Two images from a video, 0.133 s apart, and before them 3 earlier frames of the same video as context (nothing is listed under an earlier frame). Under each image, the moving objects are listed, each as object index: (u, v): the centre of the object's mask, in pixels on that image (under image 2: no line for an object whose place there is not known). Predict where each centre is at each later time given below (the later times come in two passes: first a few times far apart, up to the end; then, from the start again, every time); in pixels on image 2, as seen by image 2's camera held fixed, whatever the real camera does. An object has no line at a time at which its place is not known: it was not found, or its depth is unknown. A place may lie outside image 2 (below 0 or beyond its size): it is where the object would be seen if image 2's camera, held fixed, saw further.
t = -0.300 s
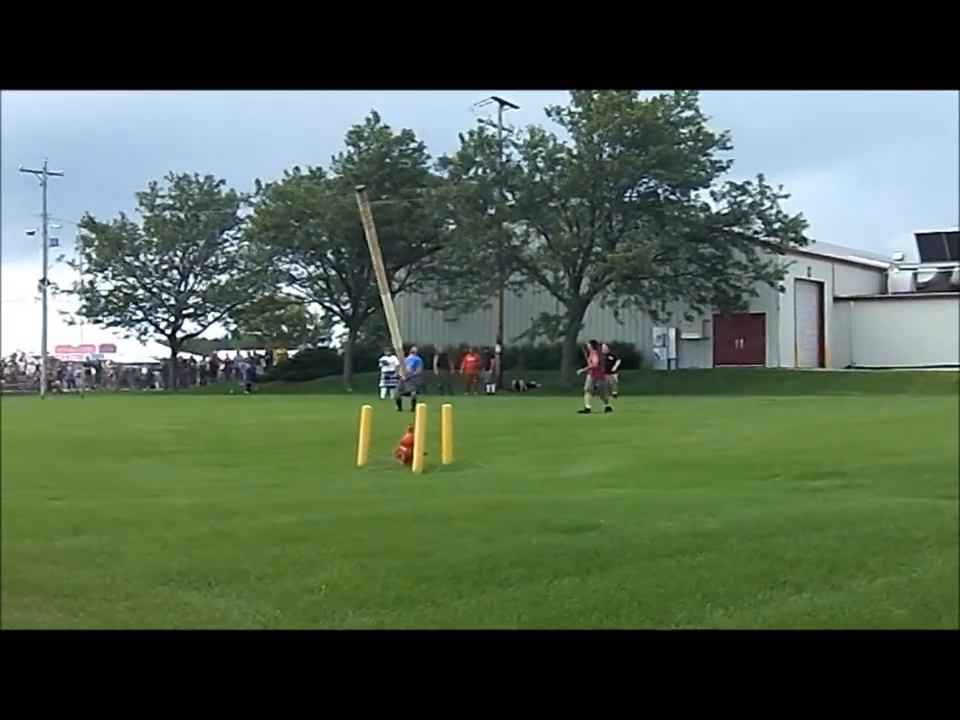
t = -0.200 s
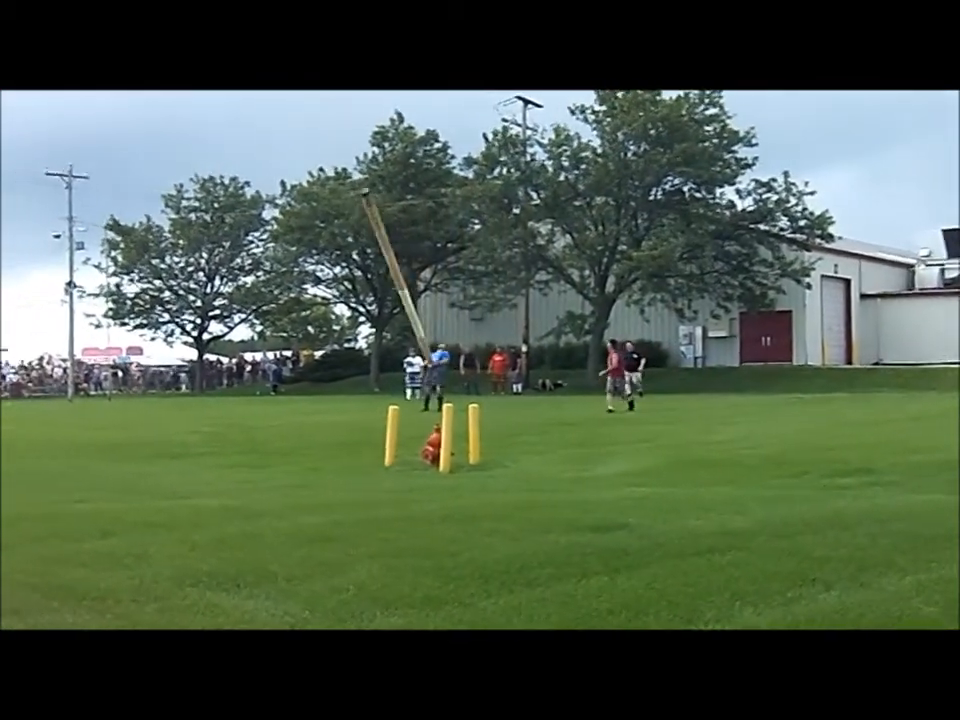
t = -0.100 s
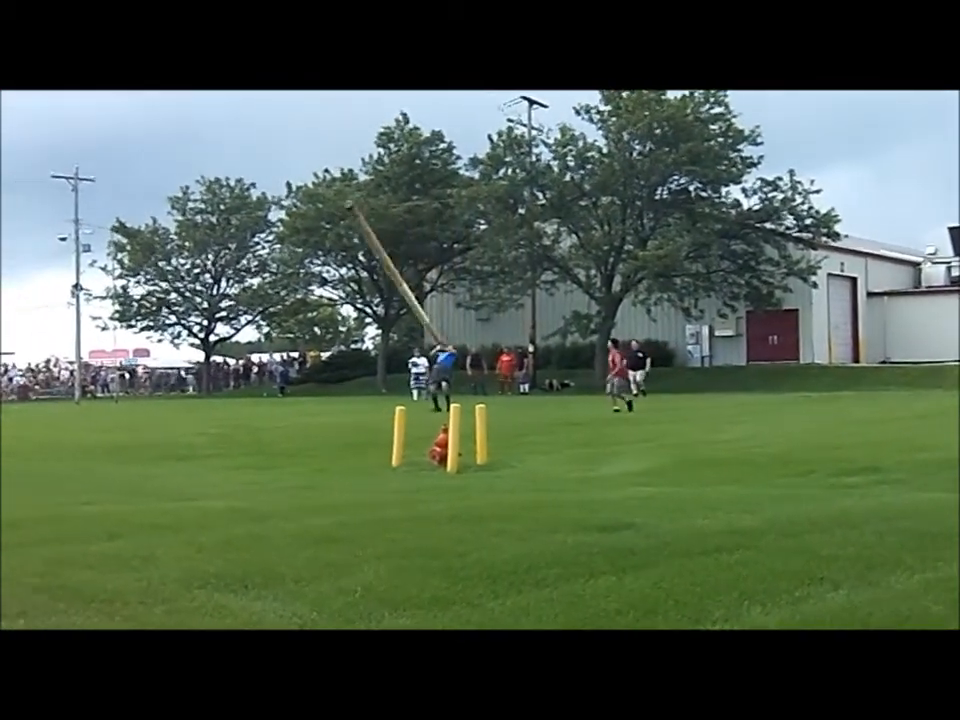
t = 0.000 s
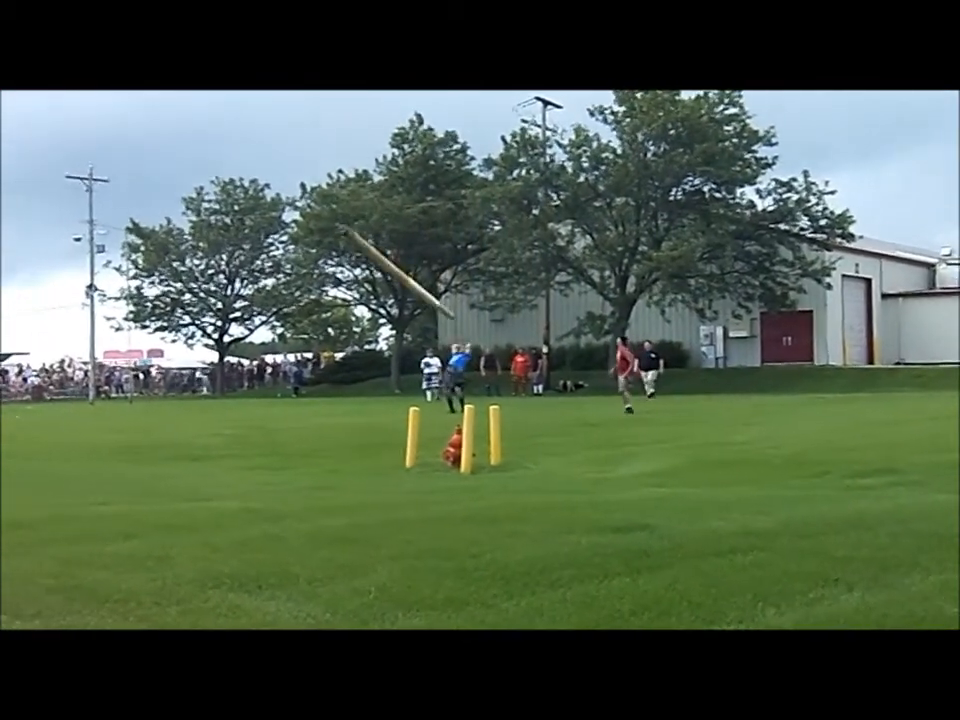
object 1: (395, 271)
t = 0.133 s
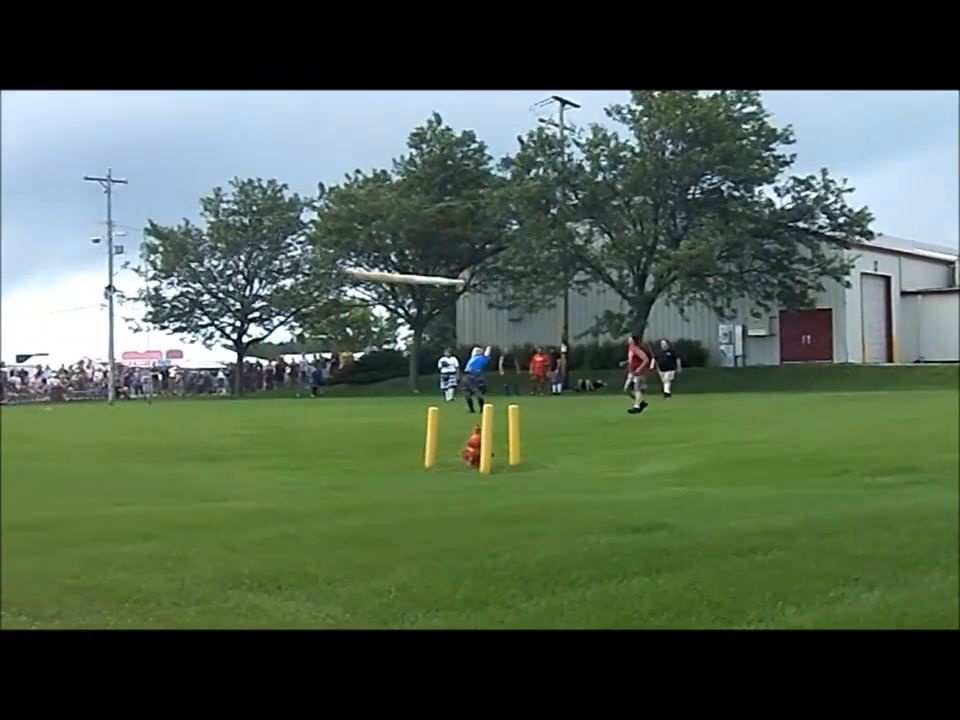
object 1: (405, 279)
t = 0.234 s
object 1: (392, 287)
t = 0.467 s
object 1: (362, 332)
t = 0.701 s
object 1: (350, 323)
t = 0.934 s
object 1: (341, 323)
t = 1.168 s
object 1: (340, 317)
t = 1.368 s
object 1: (343, 317)
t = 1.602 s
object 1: (352, 319)
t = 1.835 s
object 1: (367, 327)
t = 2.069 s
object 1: (387, 347)
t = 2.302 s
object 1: (408, 389)
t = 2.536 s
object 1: (397, 421)
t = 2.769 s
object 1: (397, 422)
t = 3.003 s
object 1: (390, 423)
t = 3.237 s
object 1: (391, 423)
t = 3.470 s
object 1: (392, 423)
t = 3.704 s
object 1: (390, 423)
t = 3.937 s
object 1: (392, 423)
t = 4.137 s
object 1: (390, 424)
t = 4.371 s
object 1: (390, 424)
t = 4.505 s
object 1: (391, 424)
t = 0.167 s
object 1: (400, 281)
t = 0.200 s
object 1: (394, 284)
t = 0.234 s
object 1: (392, 287)
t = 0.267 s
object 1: (386, 293)
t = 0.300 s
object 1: (382, 298)
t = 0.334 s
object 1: (379, 303)
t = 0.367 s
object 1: (375, 309)
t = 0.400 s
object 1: (370, 316)
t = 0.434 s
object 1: (366, 324)
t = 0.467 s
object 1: (362, 332)
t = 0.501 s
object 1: (360, 334)
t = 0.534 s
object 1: (358, 333)
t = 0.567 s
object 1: (356, 330)
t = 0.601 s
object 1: (354, 328)
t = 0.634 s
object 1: (353, 326)
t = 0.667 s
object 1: (351, 324)
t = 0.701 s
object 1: (350, 323)
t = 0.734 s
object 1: (348, 322)
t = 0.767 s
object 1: (347, 321)
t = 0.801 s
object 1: (345, 321)
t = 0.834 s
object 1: (344, 322)
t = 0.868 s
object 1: (343, 322)
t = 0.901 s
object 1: (342, 322)
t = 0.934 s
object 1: (341, 323)
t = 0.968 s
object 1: (341, 321)
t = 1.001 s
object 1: (340, 321)
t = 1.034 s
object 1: (340, 319)
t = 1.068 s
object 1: (340, 320)
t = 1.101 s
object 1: (340, 318)
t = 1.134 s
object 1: (340, 318)
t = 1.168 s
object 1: (340, 317)
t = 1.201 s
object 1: (340, 317)
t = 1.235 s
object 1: (341, 317)
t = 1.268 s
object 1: (341, 317)
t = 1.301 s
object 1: (342, 317)
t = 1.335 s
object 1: (343, 317)
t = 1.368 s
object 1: (343, 317)
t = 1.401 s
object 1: (344, 317)
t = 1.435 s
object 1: (345, 317)
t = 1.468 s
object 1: (346, 318)
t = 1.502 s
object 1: (347, 318)
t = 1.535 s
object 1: (348, 319)
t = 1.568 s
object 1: (350, 319)
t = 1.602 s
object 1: (352, 319)
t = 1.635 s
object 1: (354, 319)
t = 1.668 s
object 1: (355, 321)
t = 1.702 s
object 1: (357, 322)
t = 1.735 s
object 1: (359, 323)
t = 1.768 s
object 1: (362, 324)
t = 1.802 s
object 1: (364, 325)
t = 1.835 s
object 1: (367, 327)
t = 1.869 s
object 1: (369, 329)
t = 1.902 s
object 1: (372, 332)
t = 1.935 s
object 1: (375, 334)
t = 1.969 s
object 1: (378, 337)
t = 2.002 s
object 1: (380, 341)
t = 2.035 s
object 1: (385, 342)
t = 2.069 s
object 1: (387, 347)
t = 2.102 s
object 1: (391, 351)
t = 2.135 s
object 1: (393, 357)
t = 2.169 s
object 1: (397, 361)
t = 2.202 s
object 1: (401, 367)
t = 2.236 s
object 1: (403, 374)
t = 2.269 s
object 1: (407, 380)
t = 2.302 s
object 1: (408, 389)
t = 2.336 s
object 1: (411, 397)
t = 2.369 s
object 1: (415, 405)
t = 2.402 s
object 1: (415, 414)
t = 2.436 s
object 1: (397, 422)
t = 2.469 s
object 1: (395, 422)
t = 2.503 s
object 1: (397, 421)
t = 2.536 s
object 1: (397, 421)
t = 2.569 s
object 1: (396, 420)
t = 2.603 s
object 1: (398, 419)
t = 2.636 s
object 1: (398, 419)
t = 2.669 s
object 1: (397, 419)
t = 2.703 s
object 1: (396, 420)
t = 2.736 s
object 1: (398, 420)
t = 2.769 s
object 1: (397, 422)
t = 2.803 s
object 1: (393, 422)
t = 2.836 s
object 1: (391, 423)
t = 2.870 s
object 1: (392, 423)
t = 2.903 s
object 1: (392, 423)
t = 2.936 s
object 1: (391, 423)
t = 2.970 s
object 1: (391, 423)
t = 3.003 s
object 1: (390, 423)
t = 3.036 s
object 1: (393, 423)
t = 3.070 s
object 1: (390, 423)
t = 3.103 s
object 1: (390, 423)
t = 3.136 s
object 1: (390, 423)
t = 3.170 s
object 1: (391, 423)
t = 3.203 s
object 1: (392, 423)
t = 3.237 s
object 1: (391, 423)
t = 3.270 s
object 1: (391, 423)
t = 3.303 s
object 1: (389, 423)
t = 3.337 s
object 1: (390, 423)
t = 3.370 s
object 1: (390, 423)
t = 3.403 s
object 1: (391, 423)
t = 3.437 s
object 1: (390, 423)
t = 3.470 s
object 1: (392, 423)
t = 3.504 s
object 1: (390, 423)
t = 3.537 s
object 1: (391, 423)
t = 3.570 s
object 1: (391, 423)
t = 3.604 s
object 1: (391, 423)
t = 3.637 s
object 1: (392, 423)
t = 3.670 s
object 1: (391, 423)
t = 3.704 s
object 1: (390, 423)
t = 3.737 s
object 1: (392, 423)
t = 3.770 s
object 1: (393, 423)
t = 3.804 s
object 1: (392, 423)
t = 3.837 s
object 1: (391, 423)
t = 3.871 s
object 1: (391, 423)
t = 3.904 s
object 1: (391, 423)
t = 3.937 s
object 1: (392, 423)
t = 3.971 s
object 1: (393, 423)
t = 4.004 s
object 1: (392, 423)
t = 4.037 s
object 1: (391, 423)
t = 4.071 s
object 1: (392, 424)
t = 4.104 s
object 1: (393, 423)
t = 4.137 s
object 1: (390, 424)
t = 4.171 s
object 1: (392, 423)
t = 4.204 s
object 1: (390, 423)
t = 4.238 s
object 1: (390, 423)
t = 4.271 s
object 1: (391, 424)
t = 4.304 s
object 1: (390, 424)
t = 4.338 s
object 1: (390, 424)
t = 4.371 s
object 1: (390, 424)
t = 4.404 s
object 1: (391, 424)
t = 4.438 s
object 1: (390, 424)
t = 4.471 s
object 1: (391, 424)
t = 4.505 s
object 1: (391, 424)
